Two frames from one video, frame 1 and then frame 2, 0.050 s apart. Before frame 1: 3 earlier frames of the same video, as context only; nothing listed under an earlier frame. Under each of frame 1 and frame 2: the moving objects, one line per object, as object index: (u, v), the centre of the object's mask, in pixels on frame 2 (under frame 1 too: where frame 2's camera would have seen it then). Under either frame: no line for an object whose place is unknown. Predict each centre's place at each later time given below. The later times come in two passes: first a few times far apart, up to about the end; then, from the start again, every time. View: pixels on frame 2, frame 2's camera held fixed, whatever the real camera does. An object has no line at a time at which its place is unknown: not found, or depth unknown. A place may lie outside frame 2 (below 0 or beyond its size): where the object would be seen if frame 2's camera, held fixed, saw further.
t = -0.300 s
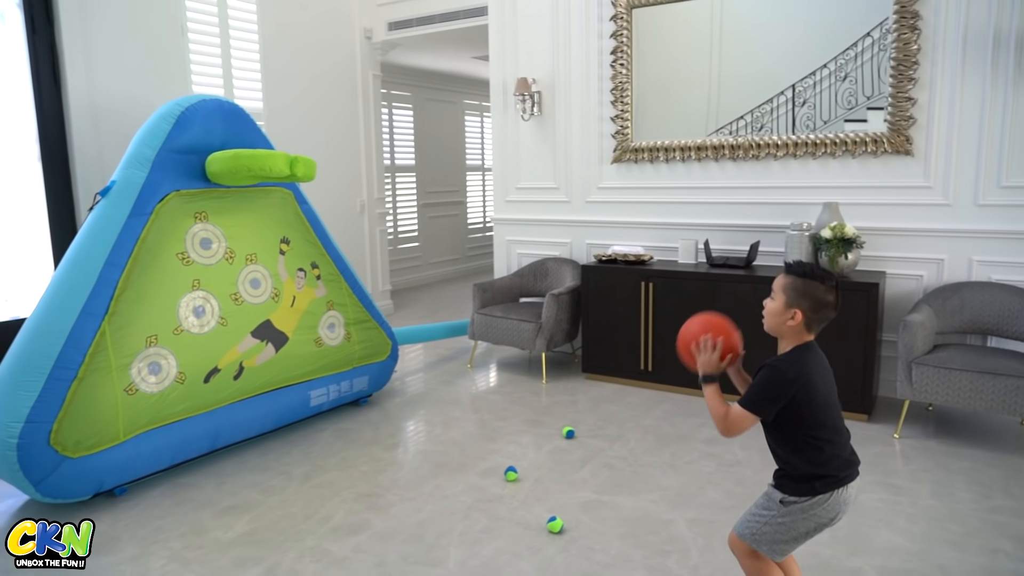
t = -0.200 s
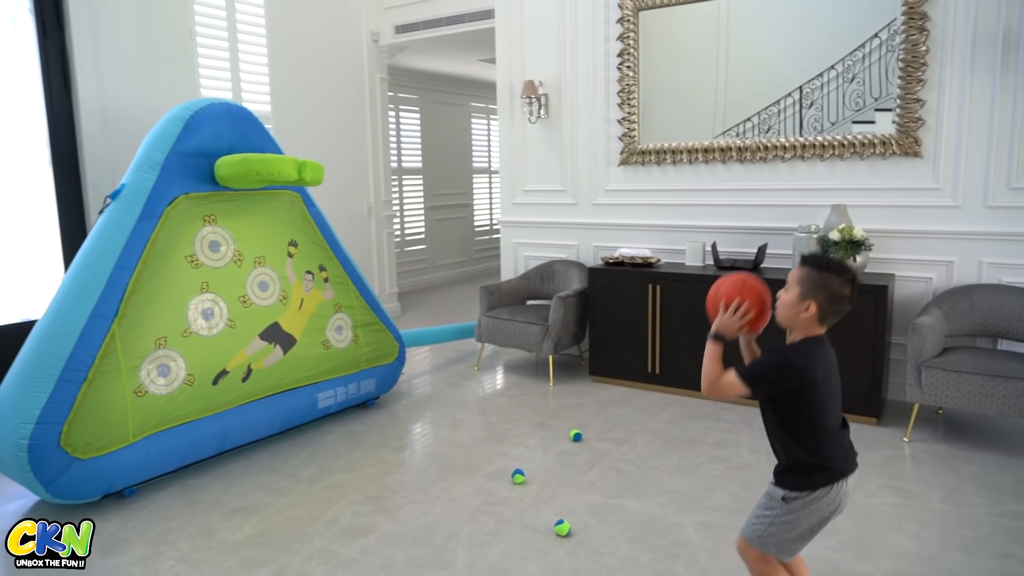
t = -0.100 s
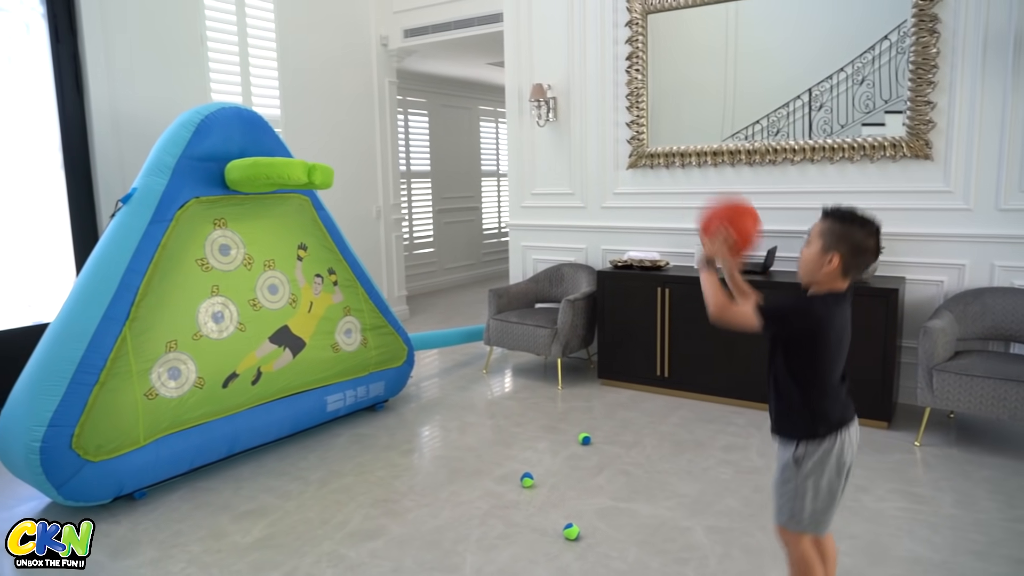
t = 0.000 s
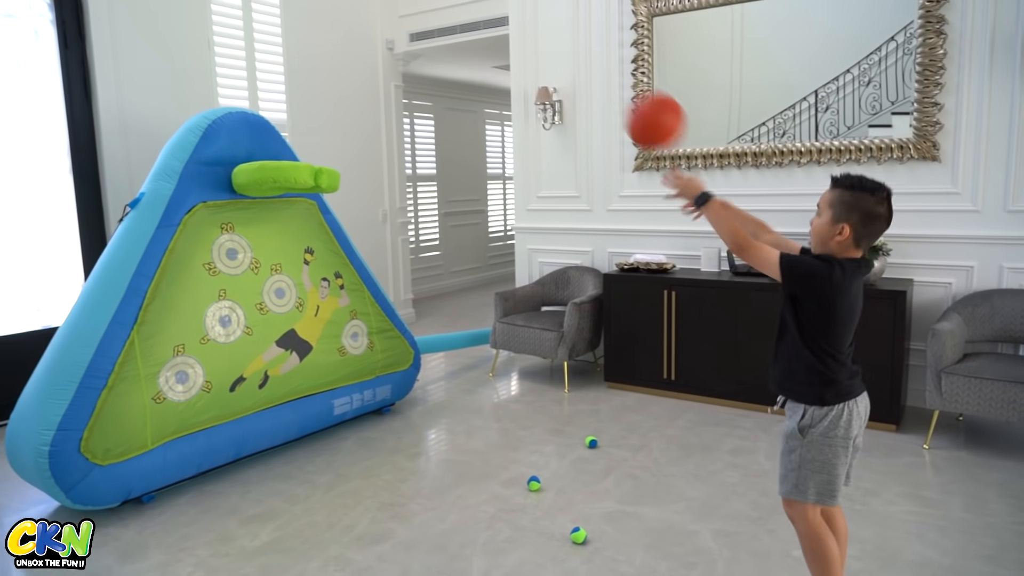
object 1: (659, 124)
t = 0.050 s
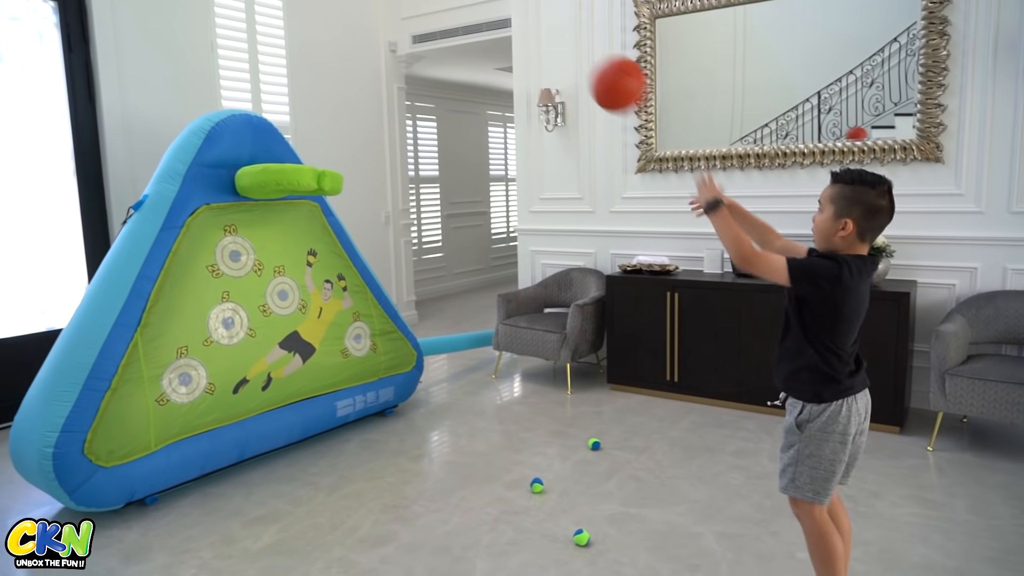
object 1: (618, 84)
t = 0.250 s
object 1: (490, 22)
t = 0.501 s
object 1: (379, 81)
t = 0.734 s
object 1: (334, 188)
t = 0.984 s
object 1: (380, 271)
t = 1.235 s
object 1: (450, 397)
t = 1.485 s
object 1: (511, 279)
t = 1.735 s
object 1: (572, 256)
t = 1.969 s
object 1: (626, 317)
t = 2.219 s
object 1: (647, 371)
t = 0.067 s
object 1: (606, 74)
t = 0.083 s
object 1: (594, 64)
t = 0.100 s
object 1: (583, 56)
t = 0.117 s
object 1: (571, 49)
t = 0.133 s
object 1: (560, 42)
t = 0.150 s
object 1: (549, 37)
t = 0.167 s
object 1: (539, 32)
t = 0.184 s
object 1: (528, 29)
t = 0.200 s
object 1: (519, 26)
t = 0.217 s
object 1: (509, 23)
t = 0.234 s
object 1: (499, 22)
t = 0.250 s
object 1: (490, 22)
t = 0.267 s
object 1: (481, 22)
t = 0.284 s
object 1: (473, 23)
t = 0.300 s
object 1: (464, 24)
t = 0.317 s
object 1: (456, 26)
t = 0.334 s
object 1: (448, 28)
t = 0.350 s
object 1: (441, 31)
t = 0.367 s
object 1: (433, 35)
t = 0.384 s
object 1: (425, 39)
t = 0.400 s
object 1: (418, 44)
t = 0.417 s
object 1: (411, 49)
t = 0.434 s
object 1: (404, 54)
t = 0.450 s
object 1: (398, 60)
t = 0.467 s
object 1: (391, 66)
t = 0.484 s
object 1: (385, 73)
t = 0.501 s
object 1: (379, 81)
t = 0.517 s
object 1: (373, 89)
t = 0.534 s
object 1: (368, 97)
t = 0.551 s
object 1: (362, 105)
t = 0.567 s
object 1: (357, 115)
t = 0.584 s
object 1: (351, 123)
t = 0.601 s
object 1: (346, 133)
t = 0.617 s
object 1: (341, 142)
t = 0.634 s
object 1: (336, 152)
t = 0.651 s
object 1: (333, 159)
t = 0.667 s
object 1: (333, 166)
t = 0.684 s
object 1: (333, 173)
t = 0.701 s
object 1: (333, 179)
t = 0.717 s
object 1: (333, 184)
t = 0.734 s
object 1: (334, 188)
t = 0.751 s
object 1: (337, 192)
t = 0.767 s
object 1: (339, 198)
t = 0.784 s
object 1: (341, 205)
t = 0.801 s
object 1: (341, 213)
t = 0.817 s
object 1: (340, 221)
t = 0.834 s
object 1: (337, 226)
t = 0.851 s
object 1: (339, 231)
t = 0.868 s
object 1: (344, 234)
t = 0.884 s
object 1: (349, 239)
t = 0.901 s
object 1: (354, 243)
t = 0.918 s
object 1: (359, 248)
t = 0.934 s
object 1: (364, 253)
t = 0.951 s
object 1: (369, 259)
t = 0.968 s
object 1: (375, 265)
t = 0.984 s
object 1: (380, 271)
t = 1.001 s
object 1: (385, 278)
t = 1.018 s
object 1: (389, 286)
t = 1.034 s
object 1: (395, 293)
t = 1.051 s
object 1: (399, 301)
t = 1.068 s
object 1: (404, 310)
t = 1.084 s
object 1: (409, 319)
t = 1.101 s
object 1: (414, 328)
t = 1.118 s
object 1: (419, 337)
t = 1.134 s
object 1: (423, 347)
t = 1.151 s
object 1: (428, 358)
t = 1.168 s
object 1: (432, 368)
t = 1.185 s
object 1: (437, 379)
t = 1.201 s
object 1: (441, 390)
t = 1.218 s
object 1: (446, 402)
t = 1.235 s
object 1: (450, 397)
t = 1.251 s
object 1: (455, 386)
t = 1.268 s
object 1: (459, 375)
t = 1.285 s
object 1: (463, 366)
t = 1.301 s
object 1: (467, 357)
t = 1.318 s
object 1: (472, 348)
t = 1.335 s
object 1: (475, 339)
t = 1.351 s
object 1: (479, 331)
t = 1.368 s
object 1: (483, 323)
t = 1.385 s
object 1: (487, 315)
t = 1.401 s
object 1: (491, 309)
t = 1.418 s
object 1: (495, 302)
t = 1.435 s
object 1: (499, 296)
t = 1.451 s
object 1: (503, 290)
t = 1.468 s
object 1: (507, 285)
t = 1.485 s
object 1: (511, 279)
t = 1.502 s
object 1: (515, 275)
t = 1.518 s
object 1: (519, 270)
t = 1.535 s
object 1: (523, 267)
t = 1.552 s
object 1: (527, 263)
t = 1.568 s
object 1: (531, 260)
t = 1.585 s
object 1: (535, 258)
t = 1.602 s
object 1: (539, 256)
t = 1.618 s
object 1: (543, 254)
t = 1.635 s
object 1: (548, 253)
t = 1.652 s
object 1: (552, 253)
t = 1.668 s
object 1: (556, 252)
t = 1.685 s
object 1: (560, 253)
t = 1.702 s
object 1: (564, 253)
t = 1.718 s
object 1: (568, 254)
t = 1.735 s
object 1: (572, 256)
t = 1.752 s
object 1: (576, 258)
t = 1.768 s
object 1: (579, 260)
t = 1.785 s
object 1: (583, 263)
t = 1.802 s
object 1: (587, 266)
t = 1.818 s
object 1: (591, 269)
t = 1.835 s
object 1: (595, 273)
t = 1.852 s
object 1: (599, 277)
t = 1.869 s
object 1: (603, 282)
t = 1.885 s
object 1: (607, 287)
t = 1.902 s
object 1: (610, 292)
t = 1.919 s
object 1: (614, 298)
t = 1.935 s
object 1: (618, 304)
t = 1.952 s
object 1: (621, 311)
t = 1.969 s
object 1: (626, 317)
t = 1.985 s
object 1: (629, 325)
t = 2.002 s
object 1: (633, 333)
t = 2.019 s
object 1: (637, 341)
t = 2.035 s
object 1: (640, 349)
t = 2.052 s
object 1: (643, 358)
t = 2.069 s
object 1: (644, 364)
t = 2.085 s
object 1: (644, 371)
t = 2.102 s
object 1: (645, 376)
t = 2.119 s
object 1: (645, 383)
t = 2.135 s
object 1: (645, 390)
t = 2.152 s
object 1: (646, 388)
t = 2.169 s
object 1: (646, 383)
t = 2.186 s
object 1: (647, 379)
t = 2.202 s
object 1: (647, 374)
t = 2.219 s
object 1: (647, 371)
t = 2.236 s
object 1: (648, 368)
